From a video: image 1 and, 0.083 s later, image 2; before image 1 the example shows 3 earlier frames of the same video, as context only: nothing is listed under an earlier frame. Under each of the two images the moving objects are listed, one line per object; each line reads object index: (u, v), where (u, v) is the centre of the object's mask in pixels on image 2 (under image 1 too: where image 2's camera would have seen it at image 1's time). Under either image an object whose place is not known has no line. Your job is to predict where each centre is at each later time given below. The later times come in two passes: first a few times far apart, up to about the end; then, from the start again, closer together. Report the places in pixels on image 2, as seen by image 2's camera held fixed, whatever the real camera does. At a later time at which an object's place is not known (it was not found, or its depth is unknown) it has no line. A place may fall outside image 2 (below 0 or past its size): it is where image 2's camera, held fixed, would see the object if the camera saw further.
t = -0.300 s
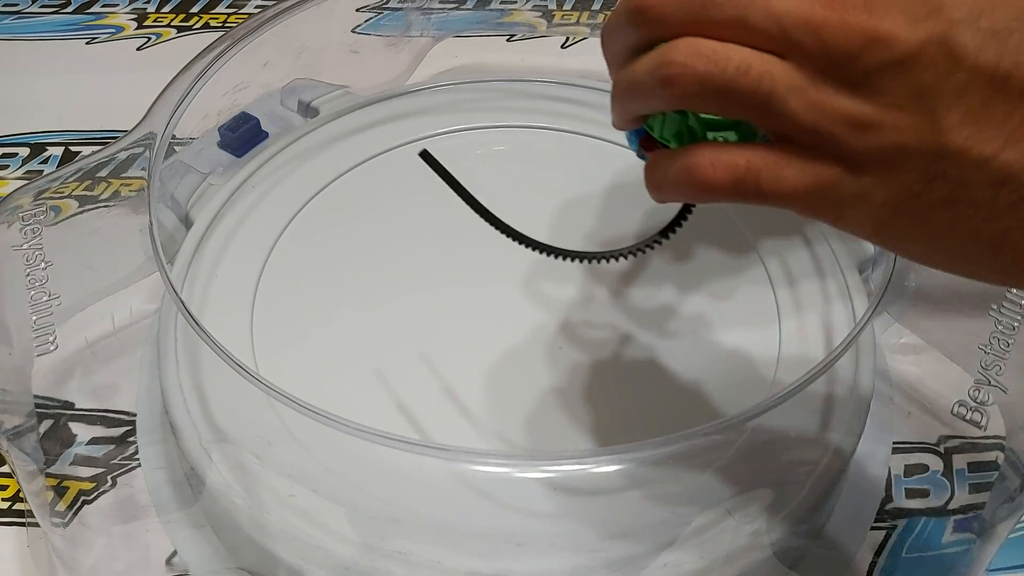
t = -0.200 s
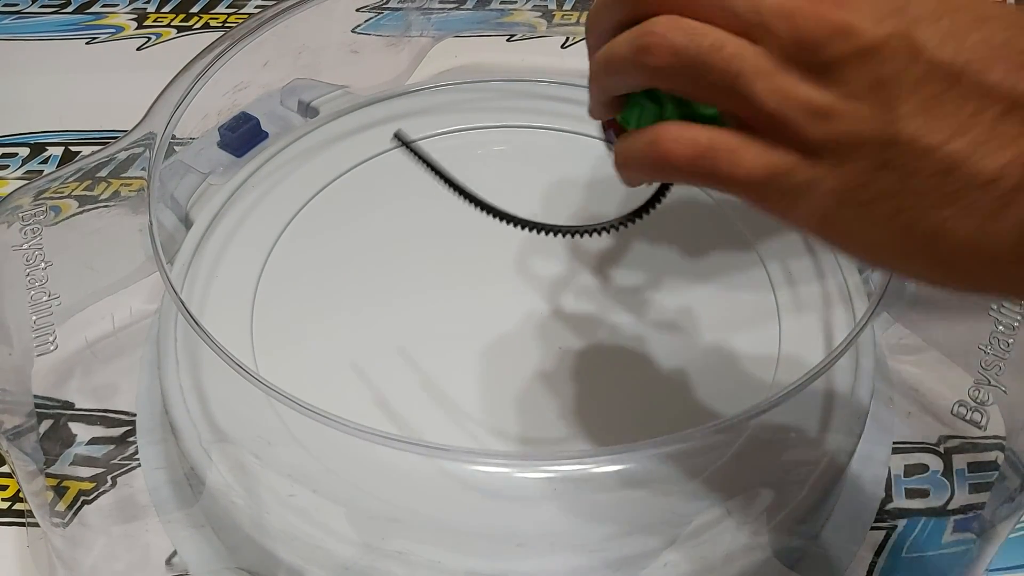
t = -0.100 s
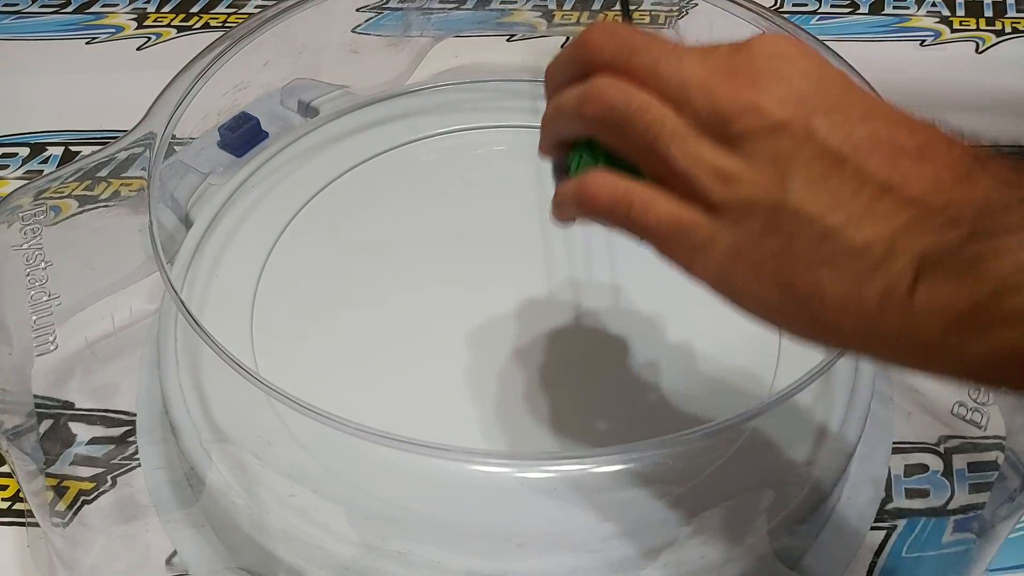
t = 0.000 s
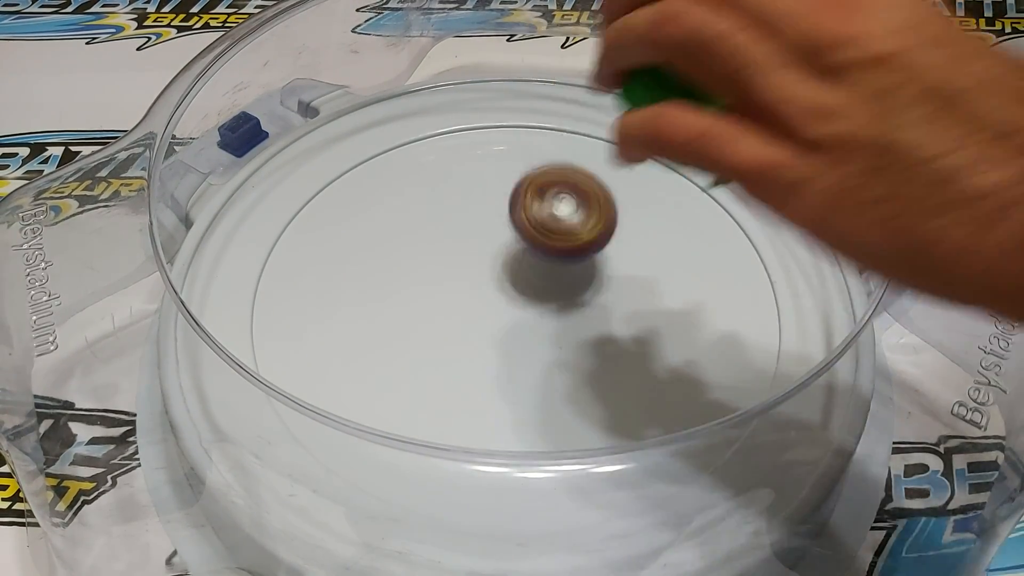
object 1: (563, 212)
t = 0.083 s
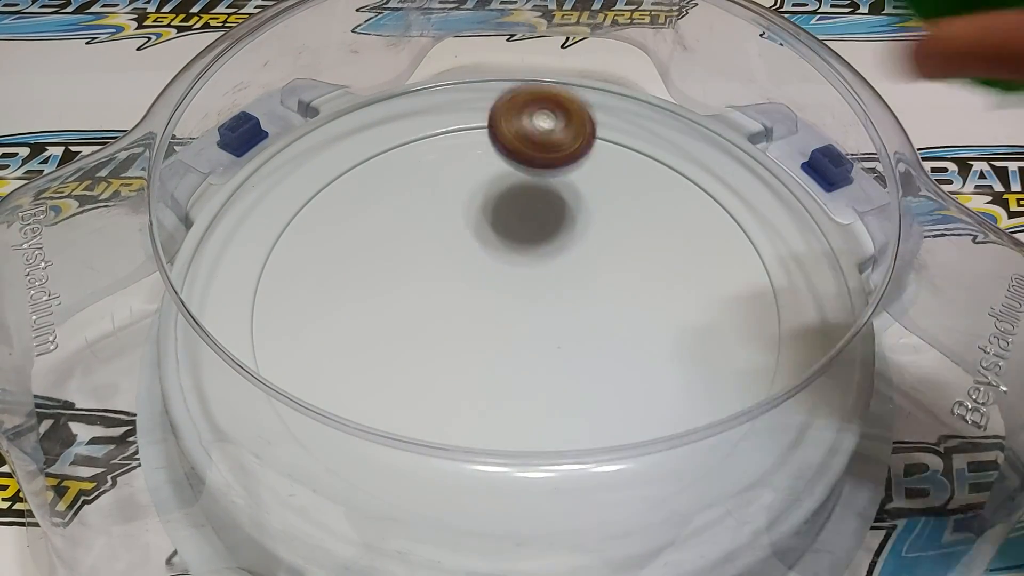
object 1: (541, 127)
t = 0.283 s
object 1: (477, 110)
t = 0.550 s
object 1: (431, 283)
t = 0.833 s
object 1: (648, 336)
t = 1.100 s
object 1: (668, 139)
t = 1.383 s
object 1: (359, 180)
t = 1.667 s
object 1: (566, 483)
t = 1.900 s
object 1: (675, 135)
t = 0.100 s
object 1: (537, 115)
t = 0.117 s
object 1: (533, 105)
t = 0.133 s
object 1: (529, 102)
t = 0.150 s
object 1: (524, 103)
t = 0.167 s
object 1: (520, 107)
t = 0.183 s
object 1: (516, 114)
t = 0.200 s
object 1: (510, 106)
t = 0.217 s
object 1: (503, 100)
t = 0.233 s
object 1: (497, 98)
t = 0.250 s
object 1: (490, 100)
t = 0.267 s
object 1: (484, 105)
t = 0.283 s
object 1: (477, 110)
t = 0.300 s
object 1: (471, 112)
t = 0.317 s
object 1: (464, 118)
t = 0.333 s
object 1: (457, 127)
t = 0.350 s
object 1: (450, 133)
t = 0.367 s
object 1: (444, 142)
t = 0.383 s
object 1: (437, 154)
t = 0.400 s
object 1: (432, 164)
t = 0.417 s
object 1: (427, 178)
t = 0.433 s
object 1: (424, 190)
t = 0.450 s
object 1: (421, 202)
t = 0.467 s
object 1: (419, 216)
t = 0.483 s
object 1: (419, 232)
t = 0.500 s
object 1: (419, 244)
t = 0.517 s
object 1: (421, 261)
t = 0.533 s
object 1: (425, 274)
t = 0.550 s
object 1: (431, 283)
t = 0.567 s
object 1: (437, 295)
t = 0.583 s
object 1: (444, 314)
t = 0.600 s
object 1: (452, 332)
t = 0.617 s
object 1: (464, 328)
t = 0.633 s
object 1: (479, 326)
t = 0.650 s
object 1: (493, 329)
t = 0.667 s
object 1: (508, 336)
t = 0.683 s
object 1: (522, 347)
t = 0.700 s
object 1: (537, 364)
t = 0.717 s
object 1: (551, 378)
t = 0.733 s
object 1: (566, 363)
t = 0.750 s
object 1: (583, 346)
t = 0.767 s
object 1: (596, 338)
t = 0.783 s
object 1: (612, 331)
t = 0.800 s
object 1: (624, 329)
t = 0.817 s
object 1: (637, 331)
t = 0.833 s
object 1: (648, 336)
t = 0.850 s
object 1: (661, 331)
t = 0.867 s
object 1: (671, 317)
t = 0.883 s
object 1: (683, 305)
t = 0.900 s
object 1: (692, 299)
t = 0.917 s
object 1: (701, 288)
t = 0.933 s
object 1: (710, 274)
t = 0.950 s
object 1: (717, 260)
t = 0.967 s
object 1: (724, 245)
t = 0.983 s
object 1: (726, 228)
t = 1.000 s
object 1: (729, 213)
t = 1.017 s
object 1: (729, 199)
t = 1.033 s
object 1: (726, 183)
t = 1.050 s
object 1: (714, 170)
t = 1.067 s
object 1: (704, 160)
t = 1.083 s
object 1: (688, 150)
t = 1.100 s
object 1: (668, 139)
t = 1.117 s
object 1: (649, 134)
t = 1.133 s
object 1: (628, 130)
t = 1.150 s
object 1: (608, 125)
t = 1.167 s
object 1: (587, 121)
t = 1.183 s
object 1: (567, 116)
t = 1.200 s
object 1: (546, 115)
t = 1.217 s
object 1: (526, 112)
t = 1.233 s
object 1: (506, 114)
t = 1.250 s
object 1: (486, 113)
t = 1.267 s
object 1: (467, 117)
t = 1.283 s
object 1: (448, 120)
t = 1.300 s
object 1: (431, 124)
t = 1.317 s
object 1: (413, 135)
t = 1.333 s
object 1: (400, 139)
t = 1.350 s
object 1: (386, 149)
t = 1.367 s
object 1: (372, 163)
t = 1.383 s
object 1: (359, 180)
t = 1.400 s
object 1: (351, 190)
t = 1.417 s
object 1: (345, 201)
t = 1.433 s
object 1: (338, 219)
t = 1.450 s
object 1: (331, 242)
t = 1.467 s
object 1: (332, 259)
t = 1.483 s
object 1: (335, 275)
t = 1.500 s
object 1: (341, 296)
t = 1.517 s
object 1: (347, 326)
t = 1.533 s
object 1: (357, 349)
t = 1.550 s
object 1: (376, 362)
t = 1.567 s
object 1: (396, 382)
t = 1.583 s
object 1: (421, 399)
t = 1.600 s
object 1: (439, 429)
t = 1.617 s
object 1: (467, 434)
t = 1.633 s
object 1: (500, 444)
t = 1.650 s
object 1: (532, 463)
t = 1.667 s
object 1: (566, 483)
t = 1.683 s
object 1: (598, 496)
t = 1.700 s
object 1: (615, 458)
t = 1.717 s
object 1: (629, 400)
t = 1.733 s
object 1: (645, 367)
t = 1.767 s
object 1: (667, 316)
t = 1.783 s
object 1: (676, 299)
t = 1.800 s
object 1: (684, 283)
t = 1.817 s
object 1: (685, 251)
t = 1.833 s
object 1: (684, 222)
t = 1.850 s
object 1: (684, 196)
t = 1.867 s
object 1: (684, 176)
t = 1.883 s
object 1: (680, 157)
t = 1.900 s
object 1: (675, 135)
